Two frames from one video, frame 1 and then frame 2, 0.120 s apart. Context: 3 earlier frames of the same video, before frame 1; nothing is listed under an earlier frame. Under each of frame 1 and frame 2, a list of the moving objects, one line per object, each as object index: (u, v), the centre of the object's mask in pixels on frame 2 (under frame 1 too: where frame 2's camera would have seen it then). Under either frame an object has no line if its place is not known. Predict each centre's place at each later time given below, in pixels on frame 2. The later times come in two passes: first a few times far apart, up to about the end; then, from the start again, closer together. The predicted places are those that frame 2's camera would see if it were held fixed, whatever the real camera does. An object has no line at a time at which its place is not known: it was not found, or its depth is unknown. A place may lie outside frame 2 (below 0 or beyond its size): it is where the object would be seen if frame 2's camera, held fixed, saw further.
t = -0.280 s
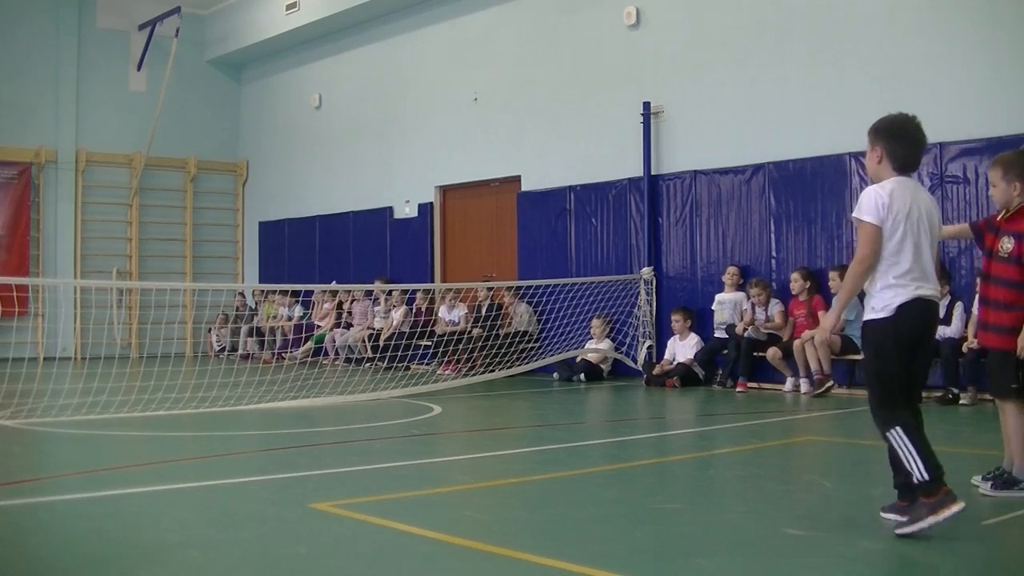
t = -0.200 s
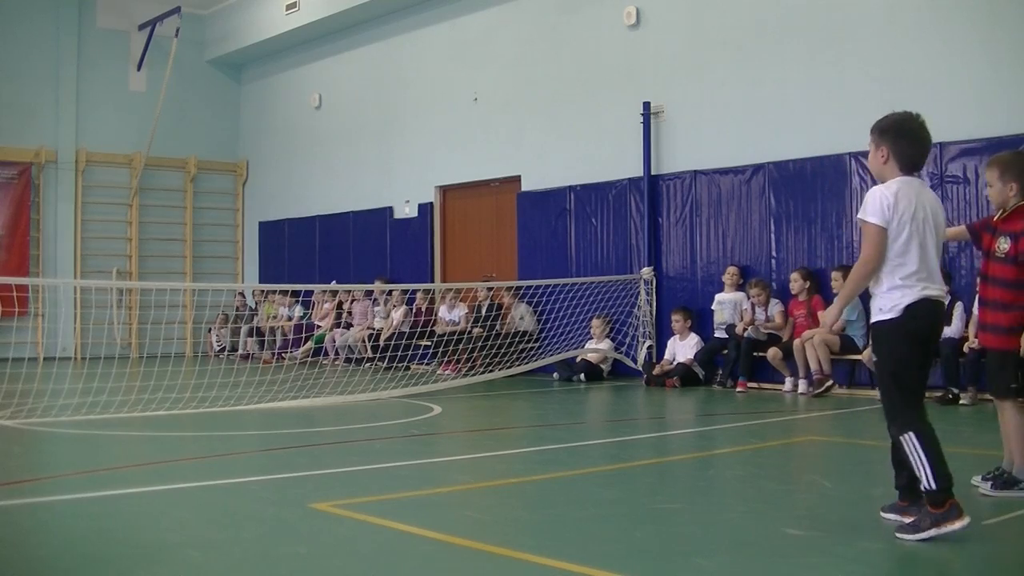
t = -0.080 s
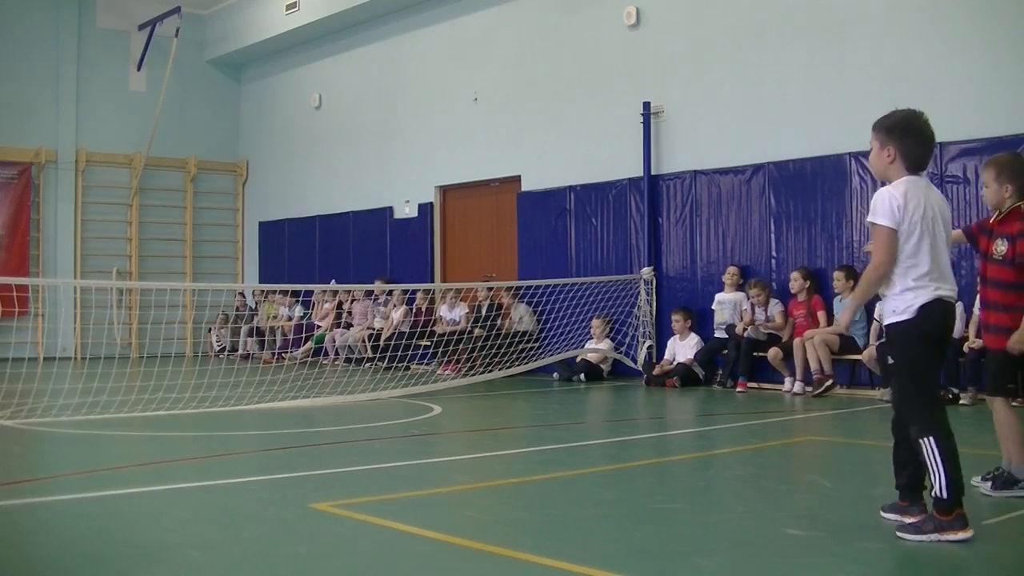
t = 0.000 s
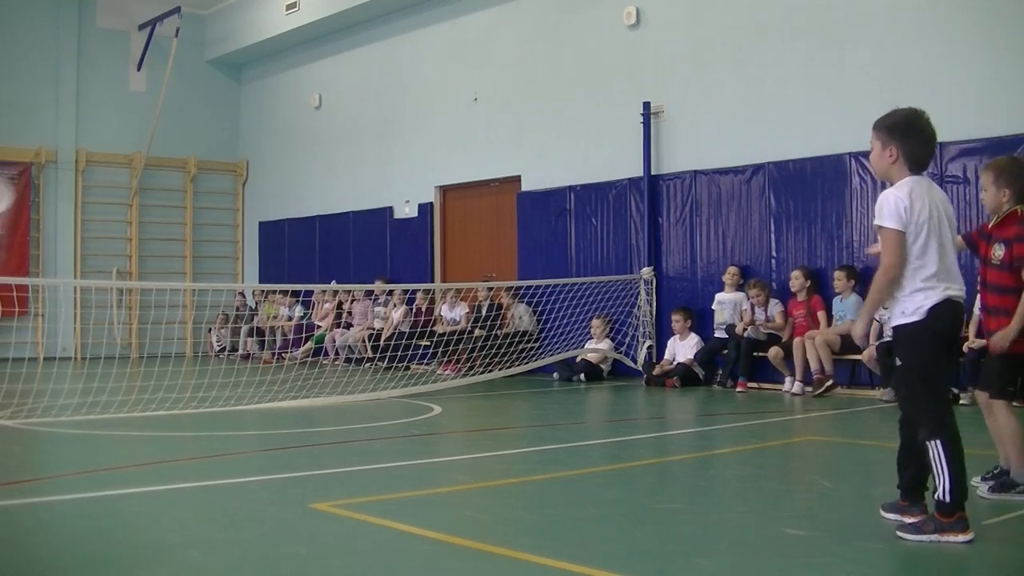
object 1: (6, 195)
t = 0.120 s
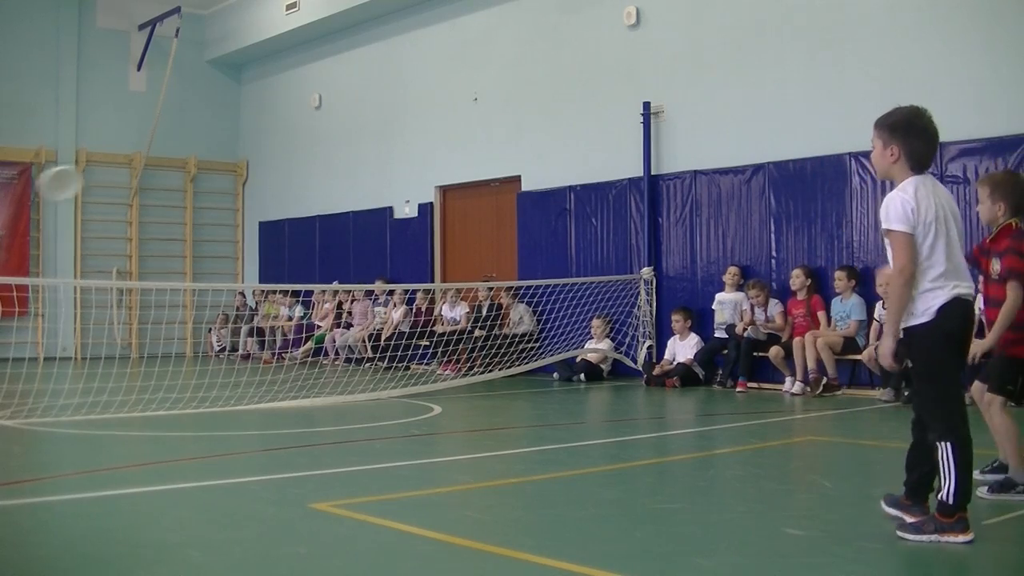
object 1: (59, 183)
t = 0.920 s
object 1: (425, 376)
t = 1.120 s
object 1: (468, 388)
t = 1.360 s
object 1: (506, 391)
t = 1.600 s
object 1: (529, 402)
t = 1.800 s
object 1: (532, 403)
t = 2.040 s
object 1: (532, 403)
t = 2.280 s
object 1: (532, 403)
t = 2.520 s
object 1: (532, 403)
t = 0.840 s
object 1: (405, 389)
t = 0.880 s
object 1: (416, 381)
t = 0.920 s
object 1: (425, 376)
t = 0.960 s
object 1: (435, 376)
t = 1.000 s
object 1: (445, 376)
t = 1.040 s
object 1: (453, 381)
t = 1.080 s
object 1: (461, 385)
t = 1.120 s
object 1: (468, 388)
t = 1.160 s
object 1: (476, 389)
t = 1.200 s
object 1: (483, 390)
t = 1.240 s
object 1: (491, 388)
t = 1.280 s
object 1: (496, 387)
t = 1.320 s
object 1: (501, 388)
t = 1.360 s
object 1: (506, 391)
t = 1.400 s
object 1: (512, 395)
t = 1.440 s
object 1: (517, 400)
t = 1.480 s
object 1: (520, 403)
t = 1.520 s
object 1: (525, 403)
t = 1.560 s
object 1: (527, 402)
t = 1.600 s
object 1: (529, 402)
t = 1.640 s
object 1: (530, 403)
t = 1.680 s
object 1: (533, 403)
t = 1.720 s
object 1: (533, 402)
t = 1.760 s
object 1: (532, 402)
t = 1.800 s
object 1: (532, 403)
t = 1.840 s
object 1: (533, 402)
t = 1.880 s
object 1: (533, 403)
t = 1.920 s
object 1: (532, 403)
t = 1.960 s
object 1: (533, 403)
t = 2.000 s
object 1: (533, 402)
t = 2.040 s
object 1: (532, 403)
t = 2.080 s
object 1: (533, 403)
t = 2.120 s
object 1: (533, 403)
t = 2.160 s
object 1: (532, 403)
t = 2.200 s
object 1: (533, 403)
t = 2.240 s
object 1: (533, 403)
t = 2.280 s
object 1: (532, 403)
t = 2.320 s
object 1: (533, 403)
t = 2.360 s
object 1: (533, 403)
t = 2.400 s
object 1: (532, 403)
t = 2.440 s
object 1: (533, 403)
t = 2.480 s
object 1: (532, 403)
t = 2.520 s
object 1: (532, 403)
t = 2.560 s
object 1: (532, 403)
